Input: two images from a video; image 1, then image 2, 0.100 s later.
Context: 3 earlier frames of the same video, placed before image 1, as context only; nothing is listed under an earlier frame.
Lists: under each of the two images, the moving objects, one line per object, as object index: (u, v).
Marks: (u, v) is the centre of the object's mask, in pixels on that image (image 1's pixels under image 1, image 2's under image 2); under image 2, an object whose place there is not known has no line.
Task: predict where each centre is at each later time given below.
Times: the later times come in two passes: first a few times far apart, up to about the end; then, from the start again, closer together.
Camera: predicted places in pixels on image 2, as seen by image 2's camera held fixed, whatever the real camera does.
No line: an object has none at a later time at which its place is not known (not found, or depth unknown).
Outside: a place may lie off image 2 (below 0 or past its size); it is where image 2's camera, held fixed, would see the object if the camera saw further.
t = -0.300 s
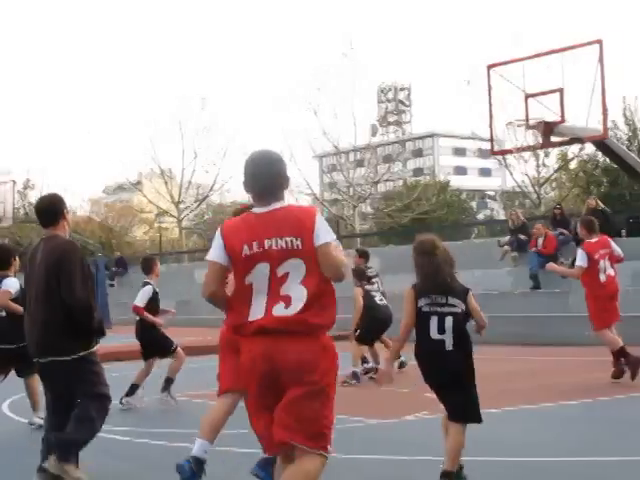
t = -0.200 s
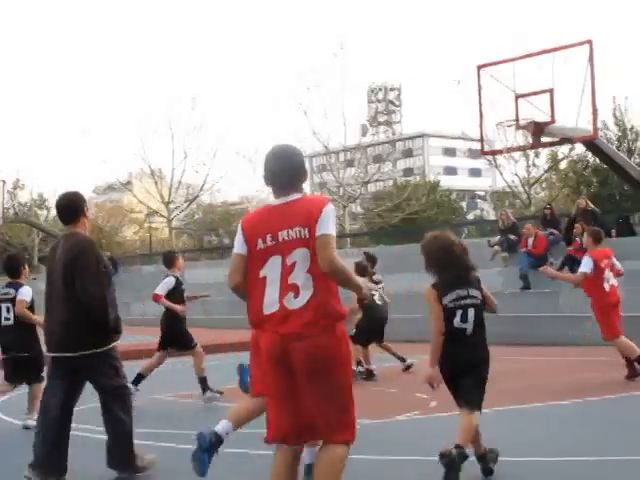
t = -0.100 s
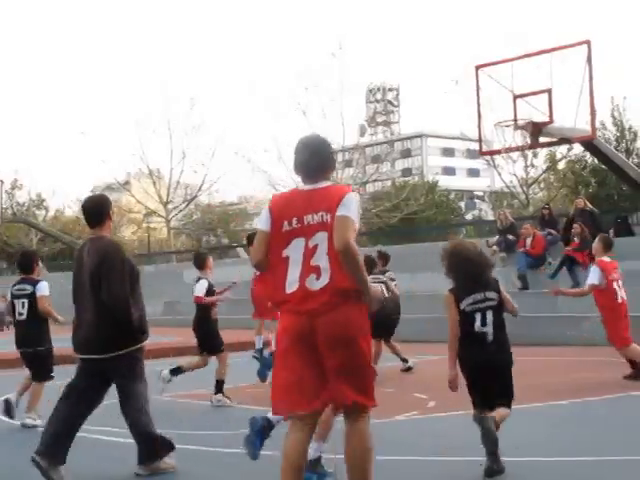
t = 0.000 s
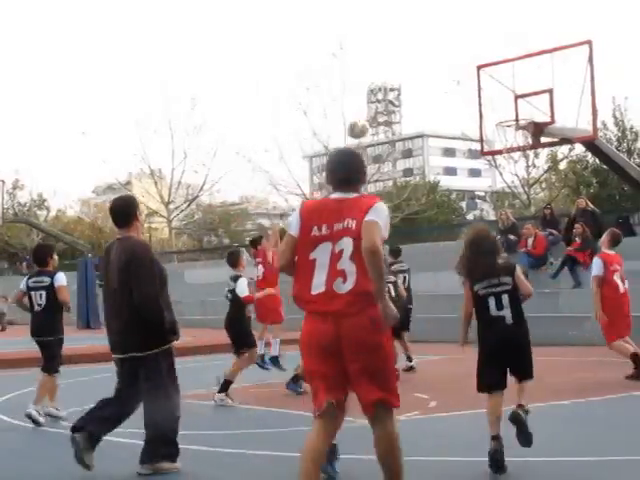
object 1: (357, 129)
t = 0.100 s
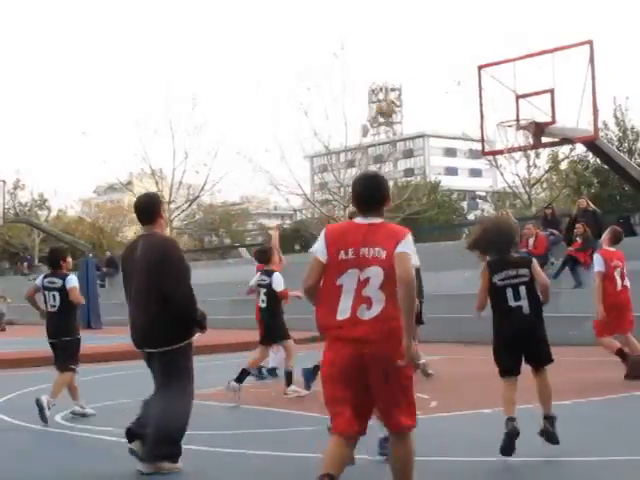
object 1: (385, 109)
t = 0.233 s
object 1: (425, 94)
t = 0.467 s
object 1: (495, 100)
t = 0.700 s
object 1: (531, 96)
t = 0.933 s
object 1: (536, 100)
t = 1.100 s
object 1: (536, 129)
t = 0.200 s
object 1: (415, 97)
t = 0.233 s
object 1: (425, 94)
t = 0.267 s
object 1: (435, 93)
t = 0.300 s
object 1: (445, 92)
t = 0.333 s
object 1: (455, 91)
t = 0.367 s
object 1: (465, 92)
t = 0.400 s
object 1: (475, 94)
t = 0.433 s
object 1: (485, 96)
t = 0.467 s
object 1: (495, 100)
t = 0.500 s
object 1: (506, 104)
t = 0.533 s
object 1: (515, 109)
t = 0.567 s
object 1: (525, 114)
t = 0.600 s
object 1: (529, 107)
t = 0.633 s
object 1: (531, 103)
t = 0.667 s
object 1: (531, 99)
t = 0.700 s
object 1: (531, 96)
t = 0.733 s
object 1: (532, 94)
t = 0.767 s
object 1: (532, 93)
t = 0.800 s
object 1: (533, 93)
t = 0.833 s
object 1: (534, 93)
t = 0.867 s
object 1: (534, 95)
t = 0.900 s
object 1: (535, 97)
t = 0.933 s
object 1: (536, 100)
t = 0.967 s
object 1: (537, 104)
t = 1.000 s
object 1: (538, 110)
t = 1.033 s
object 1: (539, 115)
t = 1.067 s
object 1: (538, 122)
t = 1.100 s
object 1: (536, 129)
